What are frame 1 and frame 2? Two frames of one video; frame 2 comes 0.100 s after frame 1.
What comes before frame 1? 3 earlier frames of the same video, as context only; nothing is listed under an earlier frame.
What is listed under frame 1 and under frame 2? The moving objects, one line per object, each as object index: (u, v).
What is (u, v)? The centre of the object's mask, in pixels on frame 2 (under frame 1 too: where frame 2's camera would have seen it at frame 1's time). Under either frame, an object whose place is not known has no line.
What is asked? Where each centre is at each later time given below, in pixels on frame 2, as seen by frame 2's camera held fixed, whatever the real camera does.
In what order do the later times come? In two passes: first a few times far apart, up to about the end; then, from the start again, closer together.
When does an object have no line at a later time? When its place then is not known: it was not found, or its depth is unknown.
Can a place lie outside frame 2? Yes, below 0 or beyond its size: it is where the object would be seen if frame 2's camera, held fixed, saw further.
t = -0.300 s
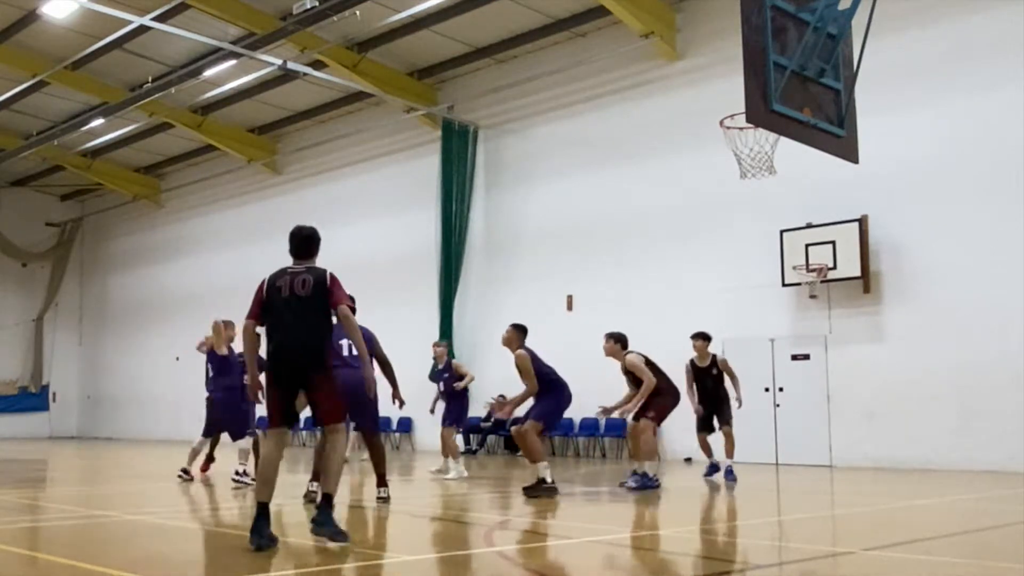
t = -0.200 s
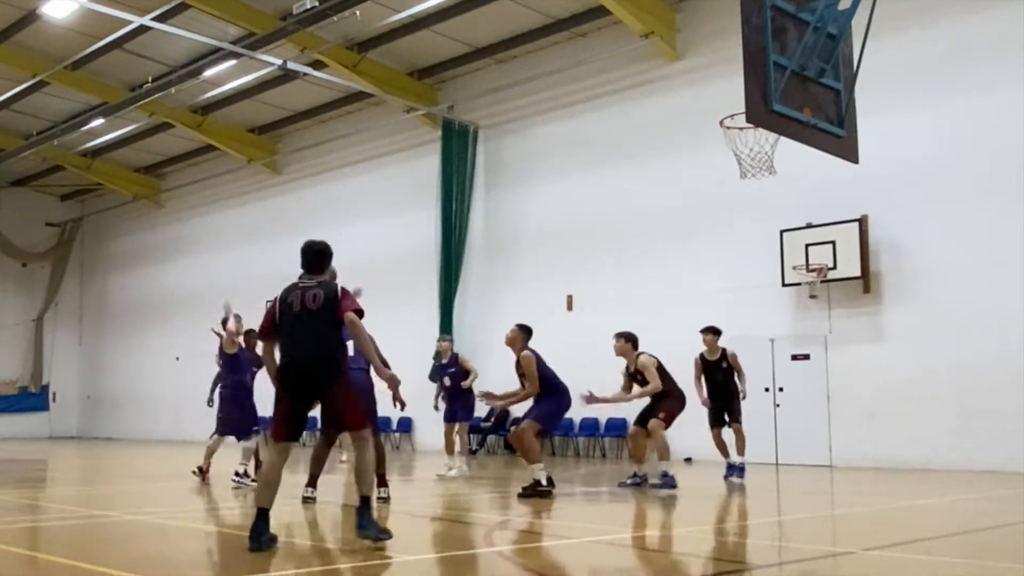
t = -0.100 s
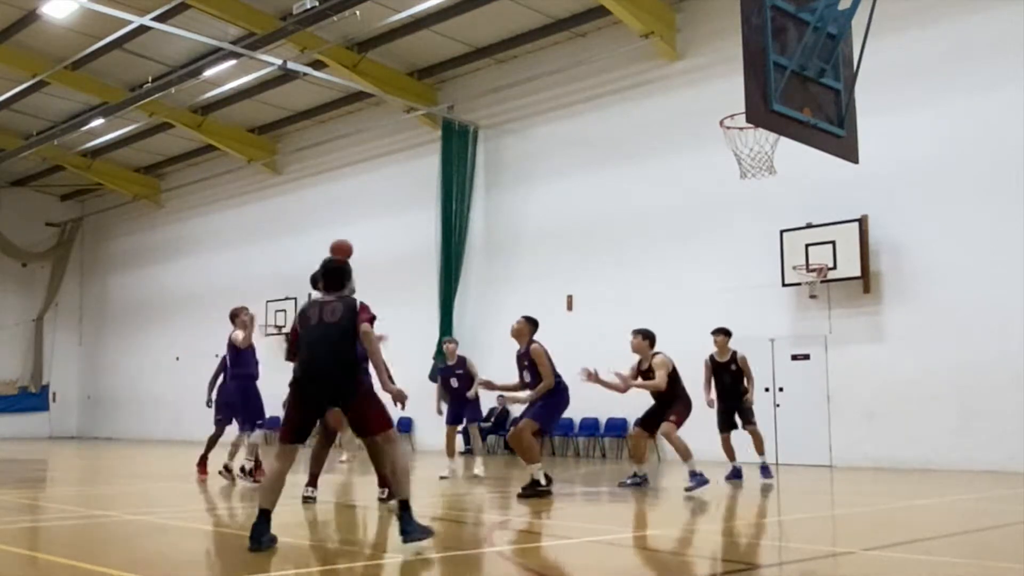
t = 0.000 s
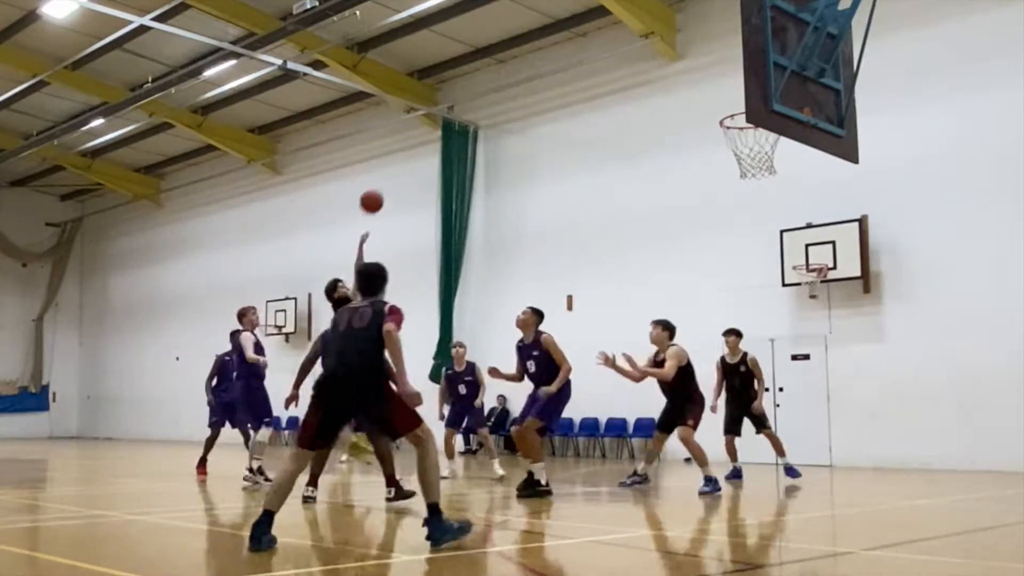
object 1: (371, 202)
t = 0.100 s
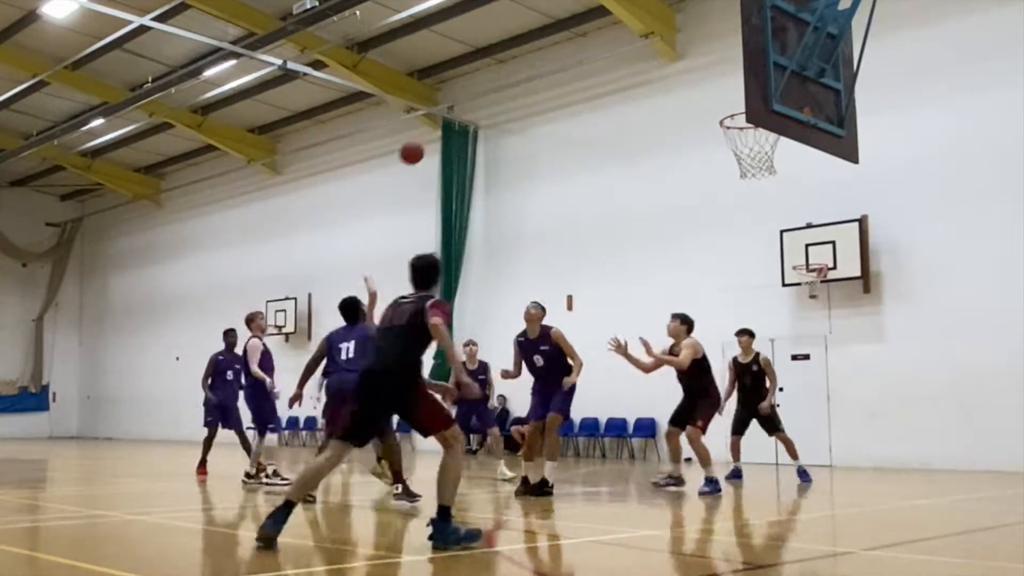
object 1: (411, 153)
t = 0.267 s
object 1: (482, 88)
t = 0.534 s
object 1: (610, 37)
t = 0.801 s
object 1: (740, 68)
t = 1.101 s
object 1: (727, 144)
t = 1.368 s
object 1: (753, 167)
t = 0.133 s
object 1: (424, 139)
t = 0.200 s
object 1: (454, 111)
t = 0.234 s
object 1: (467, 99)
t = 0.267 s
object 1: (482, 88)
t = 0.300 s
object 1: (497, 78)
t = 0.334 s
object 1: (512, 69)
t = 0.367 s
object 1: (528, 61)
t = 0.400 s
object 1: (544, 54)
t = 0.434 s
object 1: (560, 49)
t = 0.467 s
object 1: (576, 44)
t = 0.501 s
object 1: (592, 40)
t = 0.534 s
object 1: (610, 37)
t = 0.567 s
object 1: (626, 37)
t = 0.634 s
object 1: (661, 37)
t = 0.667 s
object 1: (680, 40)
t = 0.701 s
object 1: (698, 45)
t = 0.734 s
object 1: (717, 50)
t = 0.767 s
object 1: (732, 58)
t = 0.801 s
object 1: (740, 68)
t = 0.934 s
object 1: (746, 125)
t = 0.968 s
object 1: (740, 138)
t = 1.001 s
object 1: (733, 147)
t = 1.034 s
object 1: (729, 147)
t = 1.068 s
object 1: (727, 145)
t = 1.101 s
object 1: (727, 144)
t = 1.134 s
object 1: (727, 145)
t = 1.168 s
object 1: (728, 147)
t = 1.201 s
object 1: (730, 150)
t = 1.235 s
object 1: (733, 154)
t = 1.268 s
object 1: (737, 157)
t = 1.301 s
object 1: (742, 159)
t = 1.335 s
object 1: (748, 163)
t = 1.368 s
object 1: (753, 167)
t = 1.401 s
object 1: (759, 172)
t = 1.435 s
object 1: (765, 180)
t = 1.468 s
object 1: (771, 187)
